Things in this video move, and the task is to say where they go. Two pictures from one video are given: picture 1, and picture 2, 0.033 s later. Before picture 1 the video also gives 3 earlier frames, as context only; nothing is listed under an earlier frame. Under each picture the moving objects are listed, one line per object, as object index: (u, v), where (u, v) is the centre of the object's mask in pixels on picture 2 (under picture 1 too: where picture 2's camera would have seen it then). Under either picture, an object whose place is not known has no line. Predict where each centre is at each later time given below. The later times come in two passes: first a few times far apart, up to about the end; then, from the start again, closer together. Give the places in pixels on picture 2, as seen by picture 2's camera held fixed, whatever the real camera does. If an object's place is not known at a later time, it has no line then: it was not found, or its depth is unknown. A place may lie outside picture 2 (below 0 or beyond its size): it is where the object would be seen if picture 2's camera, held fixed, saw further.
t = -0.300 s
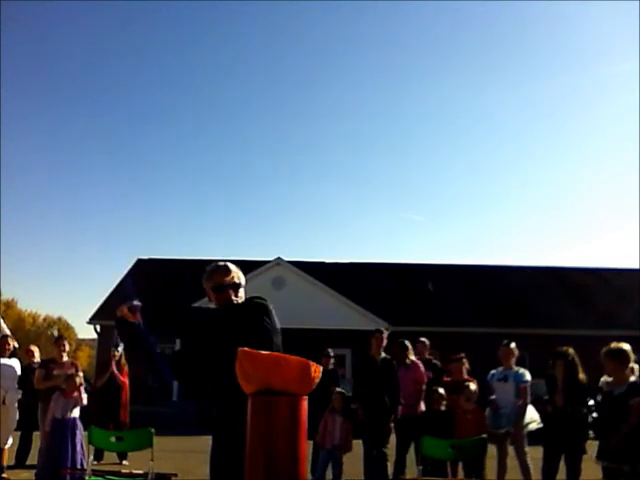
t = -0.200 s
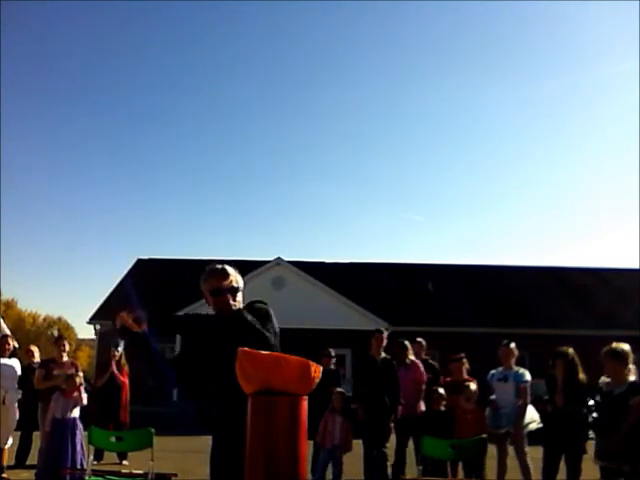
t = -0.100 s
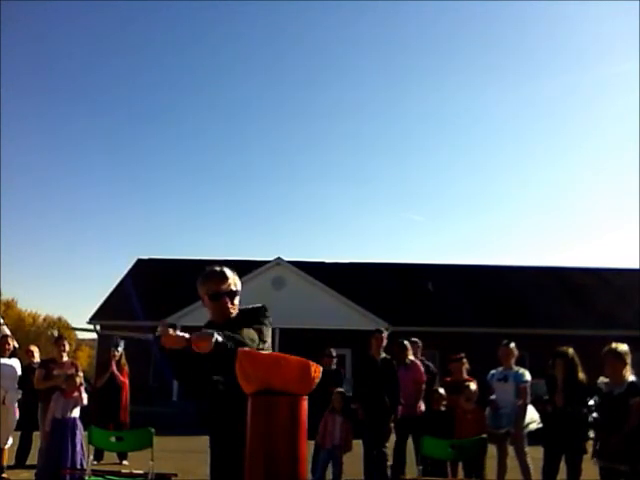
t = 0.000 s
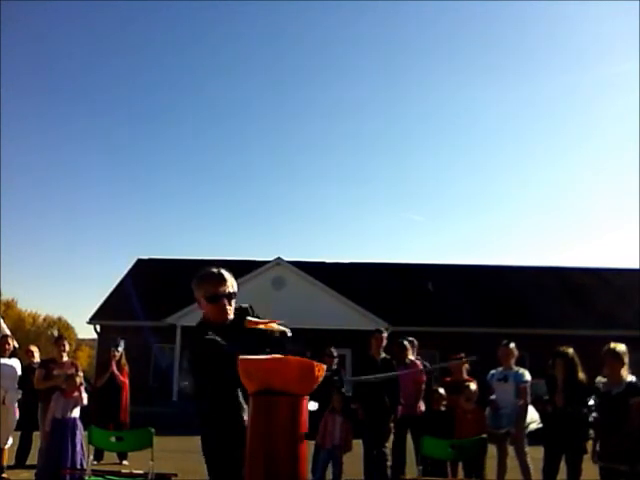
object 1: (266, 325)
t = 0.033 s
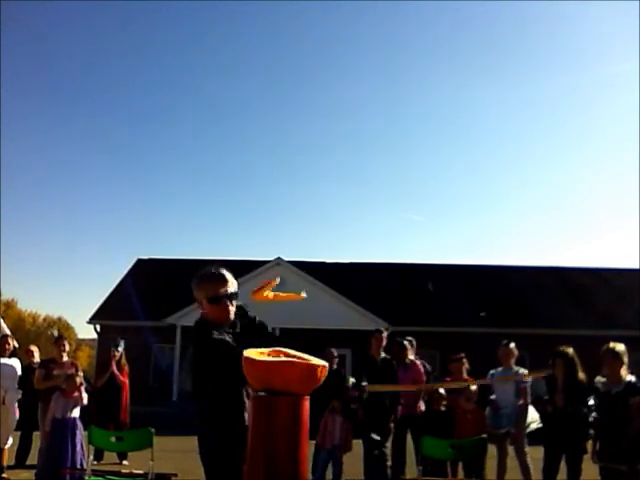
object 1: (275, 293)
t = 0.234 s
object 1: (313, 216)
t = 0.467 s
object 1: (353, 288)
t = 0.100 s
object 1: (286, 249)
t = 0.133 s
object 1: (293, 233)
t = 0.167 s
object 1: (300, 225)
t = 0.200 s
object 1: (306, 219)
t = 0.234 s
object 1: (313, 216)
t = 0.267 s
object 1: (319, 216)
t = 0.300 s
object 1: (326, 221)
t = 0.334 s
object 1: (333, 227)
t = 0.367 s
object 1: (338, 238)
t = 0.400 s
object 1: (345, 253)
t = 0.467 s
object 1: (353, 288)
